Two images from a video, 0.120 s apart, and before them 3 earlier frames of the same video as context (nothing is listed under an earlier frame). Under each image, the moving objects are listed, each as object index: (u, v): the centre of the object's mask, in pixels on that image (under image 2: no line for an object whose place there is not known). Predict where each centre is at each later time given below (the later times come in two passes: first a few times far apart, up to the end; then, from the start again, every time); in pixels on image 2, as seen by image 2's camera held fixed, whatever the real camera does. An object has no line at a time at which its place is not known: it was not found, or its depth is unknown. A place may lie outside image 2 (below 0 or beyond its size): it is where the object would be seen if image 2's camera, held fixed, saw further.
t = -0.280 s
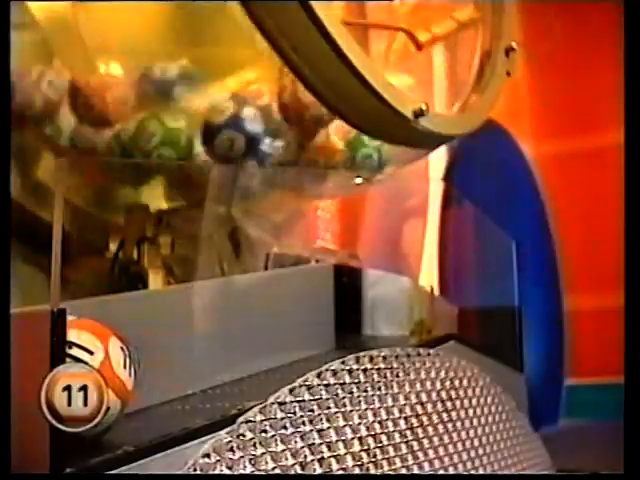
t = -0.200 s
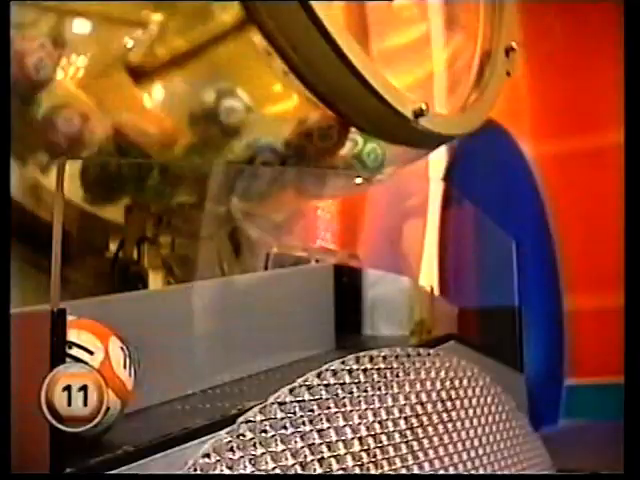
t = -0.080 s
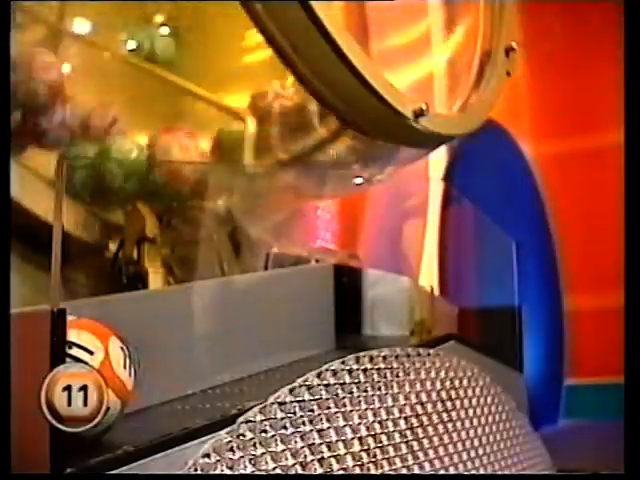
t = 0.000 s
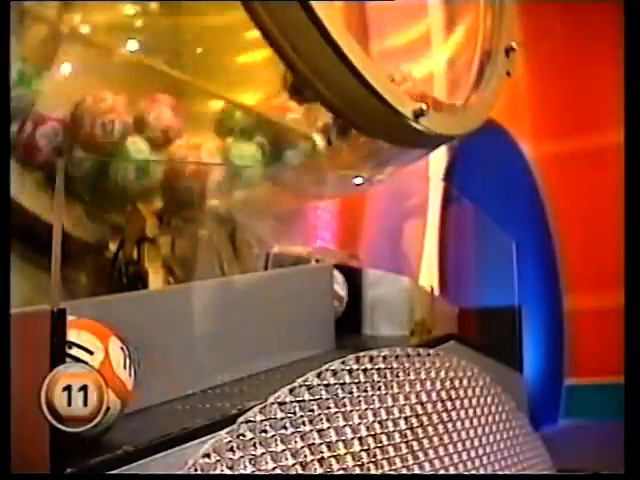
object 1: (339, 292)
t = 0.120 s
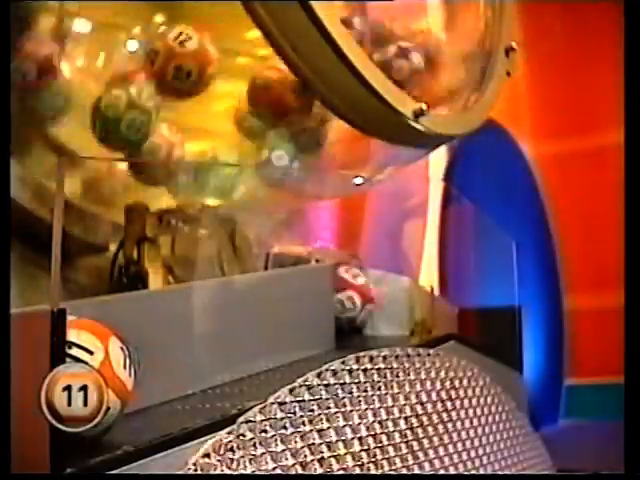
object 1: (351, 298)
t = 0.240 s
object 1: (365, 299)
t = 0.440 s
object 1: (377, 305)
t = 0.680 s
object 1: (364, 308)
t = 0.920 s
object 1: (306, 323)
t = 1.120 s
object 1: (186, 350)
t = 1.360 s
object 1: (198, 347)
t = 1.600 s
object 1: (170, 353)
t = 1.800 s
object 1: (167, 354)
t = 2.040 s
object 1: (168, 354)
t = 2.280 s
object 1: (167, 354)
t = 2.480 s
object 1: (168, 354)
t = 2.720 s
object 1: (168, 354)
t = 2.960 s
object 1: (168, 354)
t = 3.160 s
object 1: (169, 355)
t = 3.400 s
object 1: (170, 354)
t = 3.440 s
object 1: (170, 354)
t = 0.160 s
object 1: (357, 297)
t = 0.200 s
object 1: (358, 298)
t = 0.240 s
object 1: (365, 299)
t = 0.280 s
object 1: (373, 299)
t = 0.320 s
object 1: (381, 302)
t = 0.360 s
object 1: (385, 303)
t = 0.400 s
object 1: (389, 304)
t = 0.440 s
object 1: (377, 305)
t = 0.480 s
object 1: (375, 306)
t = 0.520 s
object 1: (376, 305)
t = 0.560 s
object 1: (370, 306)
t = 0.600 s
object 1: (366, 306)
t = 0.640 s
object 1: (366, 307)
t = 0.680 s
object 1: (364, 308)
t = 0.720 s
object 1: (359, 308)
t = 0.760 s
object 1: (352, 310)
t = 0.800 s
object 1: (342, 312)
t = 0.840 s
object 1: (331, 314)
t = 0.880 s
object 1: (320, 317)
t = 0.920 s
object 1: (306, 323)
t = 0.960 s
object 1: (289, 325)
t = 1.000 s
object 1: (270, 331)
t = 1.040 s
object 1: (246, 336)
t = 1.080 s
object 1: (217, 345)
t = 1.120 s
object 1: (186, 350)
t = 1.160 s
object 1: (172, 347)
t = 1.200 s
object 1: (187, 350)
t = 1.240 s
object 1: (193, 346)
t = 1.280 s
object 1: (198, 347)
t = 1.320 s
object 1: (199, 347)
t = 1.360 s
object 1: (198, 347)
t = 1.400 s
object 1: (194, 349)
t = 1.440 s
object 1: (186, 350)
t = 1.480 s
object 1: (179, 350)
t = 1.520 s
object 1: (169, 354)
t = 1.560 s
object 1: (169, 353)
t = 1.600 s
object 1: (170, 353)
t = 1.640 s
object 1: (170, 353)
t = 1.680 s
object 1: (168, 354)
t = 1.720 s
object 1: (167, 354)
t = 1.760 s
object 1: (168, 353)
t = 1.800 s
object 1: (167, 354)
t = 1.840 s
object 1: (167, 354)
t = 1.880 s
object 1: (167, 354)
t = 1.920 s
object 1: (167, 354)
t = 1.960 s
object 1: (167, 354)
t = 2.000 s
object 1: (167, 354)
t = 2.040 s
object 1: (168, 354)
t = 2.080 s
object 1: (167, 354)
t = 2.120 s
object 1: (167, 354)
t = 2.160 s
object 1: (167, 354)
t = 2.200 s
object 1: (167, 354)
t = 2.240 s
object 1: (167, 354)
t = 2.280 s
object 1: (167, 354)
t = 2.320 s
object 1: (168, 354)
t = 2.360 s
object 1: (168, 354)
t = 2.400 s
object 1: (168, 354)
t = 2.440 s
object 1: (168, 354)
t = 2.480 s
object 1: (168, 354)
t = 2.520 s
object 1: (168, 354)
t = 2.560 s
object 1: (168, 354)
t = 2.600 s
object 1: (168, 354)
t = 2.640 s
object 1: (168, 354)
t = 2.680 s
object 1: (168, 354)
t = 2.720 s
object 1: (168, 354)
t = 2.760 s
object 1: (168, 354)
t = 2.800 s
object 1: (169, 354)
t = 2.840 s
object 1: (168, 354)
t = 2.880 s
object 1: (168, 354)
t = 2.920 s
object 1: (168, 354)
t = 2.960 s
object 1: (168, 354)
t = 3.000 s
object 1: (168, 354)
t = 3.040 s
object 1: (169, 355)
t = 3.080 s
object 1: (169, 354)
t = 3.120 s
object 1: (169, 355)
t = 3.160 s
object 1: (169, 355)
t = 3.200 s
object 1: (169, 355)
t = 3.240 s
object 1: (169, 354)
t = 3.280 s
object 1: (169, 354)
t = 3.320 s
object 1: (169, 354)
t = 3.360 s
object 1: (169, 354)
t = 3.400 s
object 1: (170, 354)
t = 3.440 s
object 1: (170, 354)
